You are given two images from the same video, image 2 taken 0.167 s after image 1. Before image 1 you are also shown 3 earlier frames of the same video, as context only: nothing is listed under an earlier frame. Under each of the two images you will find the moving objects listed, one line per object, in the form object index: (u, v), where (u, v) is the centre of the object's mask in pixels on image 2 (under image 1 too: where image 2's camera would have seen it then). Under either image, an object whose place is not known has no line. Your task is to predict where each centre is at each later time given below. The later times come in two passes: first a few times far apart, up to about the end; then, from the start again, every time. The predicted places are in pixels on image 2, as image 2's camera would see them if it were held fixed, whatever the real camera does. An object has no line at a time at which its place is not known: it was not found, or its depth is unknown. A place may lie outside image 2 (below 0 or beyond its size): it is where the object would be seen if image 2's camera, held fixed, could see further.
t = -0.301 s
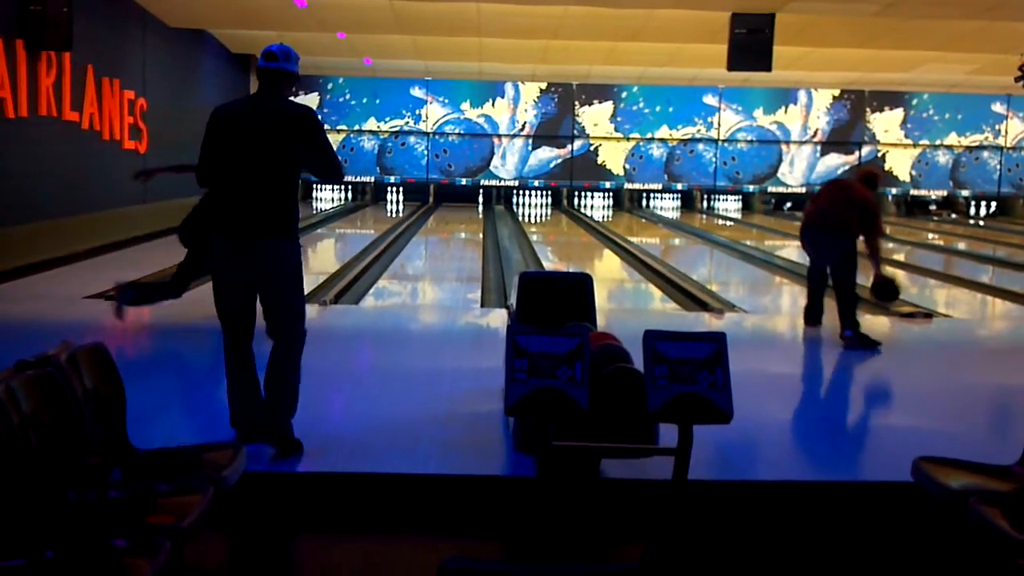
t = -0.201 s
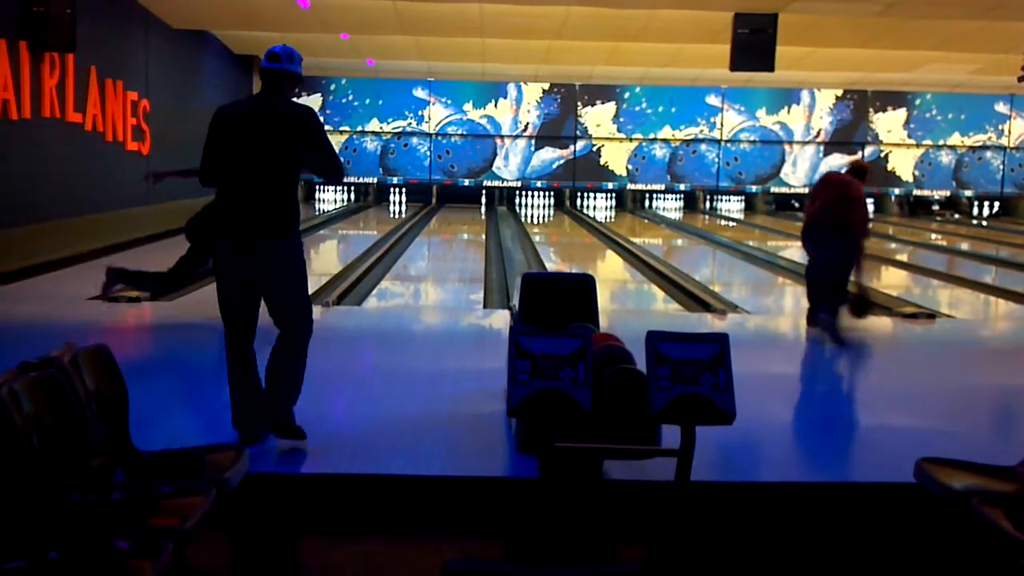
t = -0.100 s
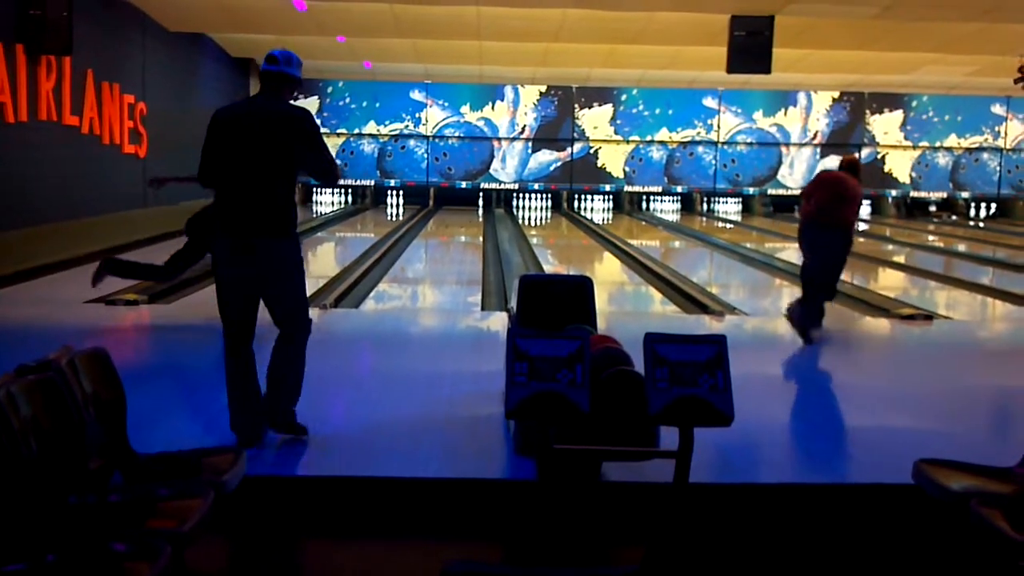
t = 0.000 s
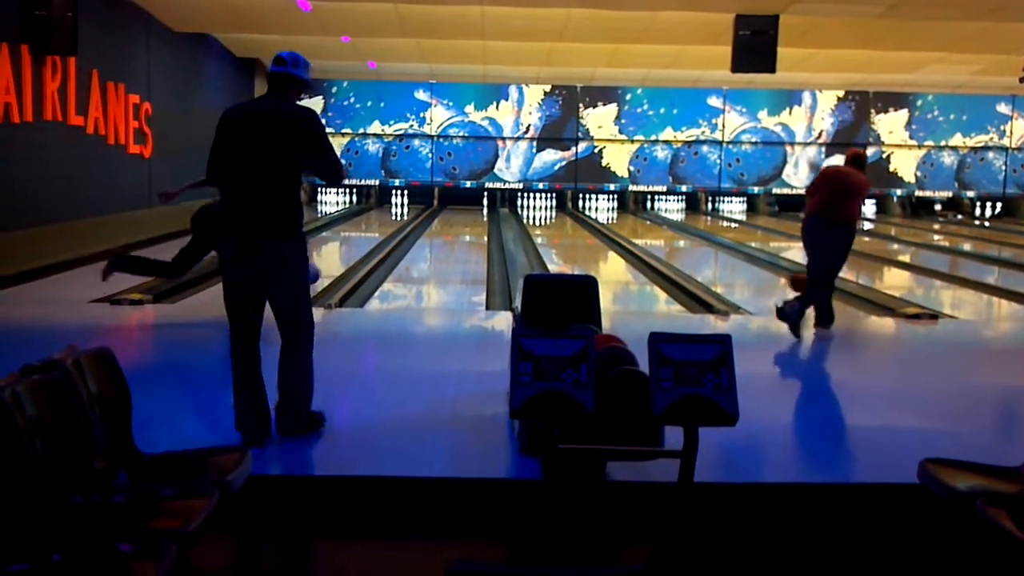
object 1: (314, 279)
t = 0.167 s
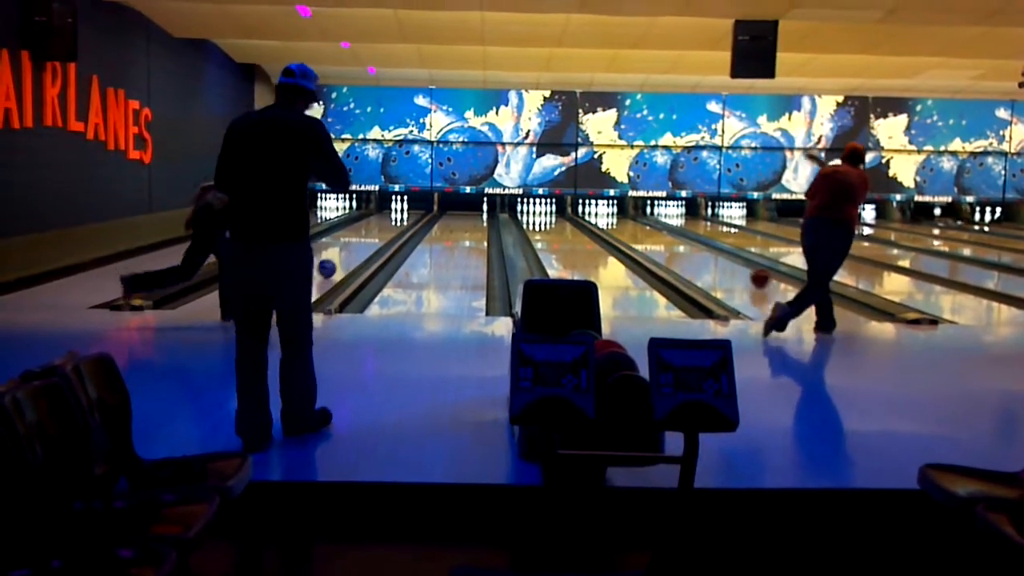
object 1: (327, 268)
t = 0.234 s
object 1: (332, 264)
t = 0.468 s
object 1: (349, 252)
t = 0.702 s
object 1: (362, 243)
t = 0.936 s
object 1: (373, 235)
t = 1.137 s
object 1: (380, 229)
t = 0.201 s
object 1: (329, 266)
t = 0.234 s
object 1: (332, 264)
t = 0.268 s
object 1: (335, 262)
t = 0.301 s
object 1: (338, 260)
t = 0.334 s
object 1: (340, 259)
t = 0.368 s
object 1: (343, 257)
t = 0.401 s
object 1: (345, 255)
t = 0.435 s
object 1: (347, 254)
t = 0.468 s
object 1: (349, 252)
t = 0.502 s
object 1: (351, 251)
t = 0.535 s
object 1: (354, 249)
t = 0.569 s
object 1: (356, 248)
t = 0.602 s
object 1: (358, 246)
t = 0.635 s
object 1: (359, 245)
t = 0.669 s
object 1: (361, 244)
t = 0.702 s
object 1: (362, 243)
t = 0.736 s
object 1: (364, 241)
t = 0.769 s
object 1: (366, 240)
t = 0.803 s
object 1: (368, 239)
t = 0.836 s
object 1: (369, 238)
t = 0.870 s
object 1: (370, 237)
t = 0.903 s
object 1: (372, 236)
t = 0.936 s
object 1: (373, 235)
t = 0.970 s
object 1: (375, 234)
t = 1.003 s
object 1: (376, 233)
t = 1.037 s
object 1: (377, 232)
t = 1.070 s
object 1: (378, 231)
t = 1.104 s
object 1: (379, 231)
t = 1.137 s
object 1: (380, 229)
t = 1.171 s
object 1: (381, 229)
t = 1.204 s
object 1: (382, 228)
